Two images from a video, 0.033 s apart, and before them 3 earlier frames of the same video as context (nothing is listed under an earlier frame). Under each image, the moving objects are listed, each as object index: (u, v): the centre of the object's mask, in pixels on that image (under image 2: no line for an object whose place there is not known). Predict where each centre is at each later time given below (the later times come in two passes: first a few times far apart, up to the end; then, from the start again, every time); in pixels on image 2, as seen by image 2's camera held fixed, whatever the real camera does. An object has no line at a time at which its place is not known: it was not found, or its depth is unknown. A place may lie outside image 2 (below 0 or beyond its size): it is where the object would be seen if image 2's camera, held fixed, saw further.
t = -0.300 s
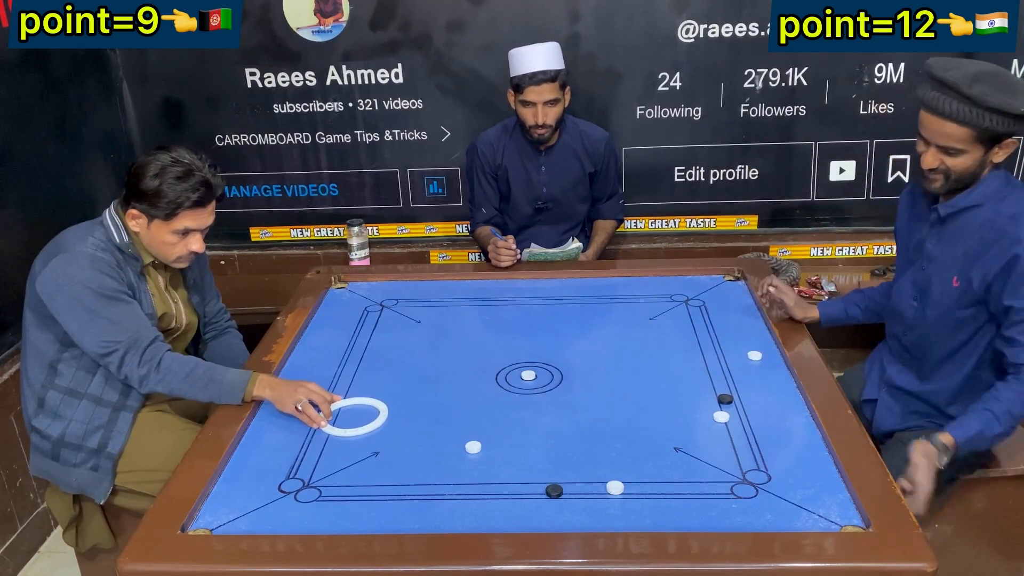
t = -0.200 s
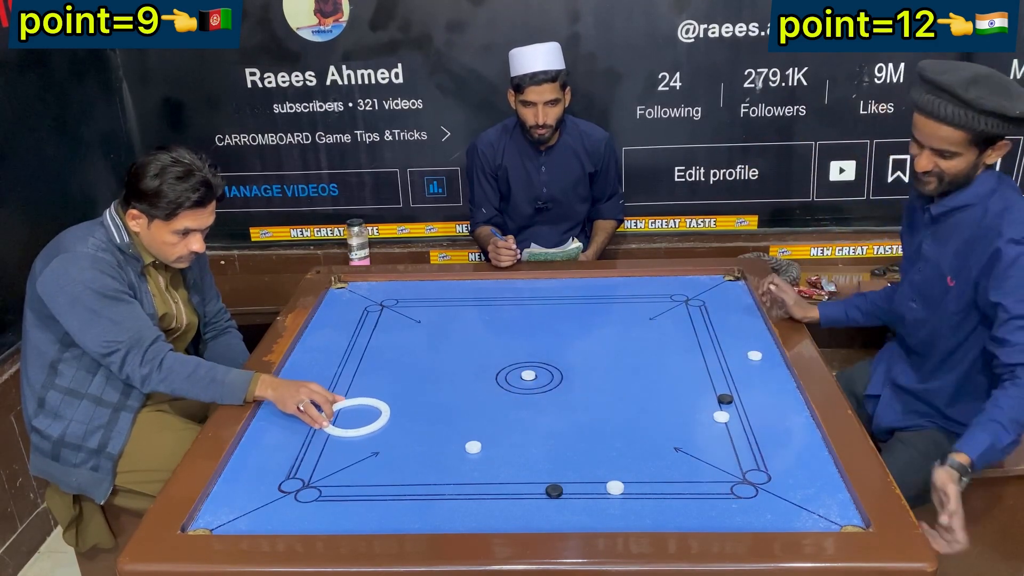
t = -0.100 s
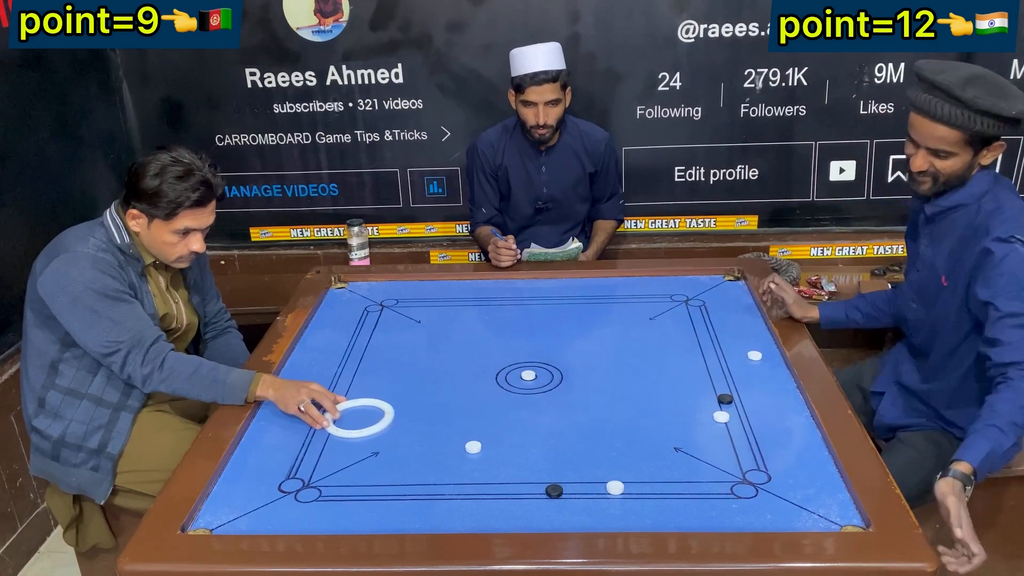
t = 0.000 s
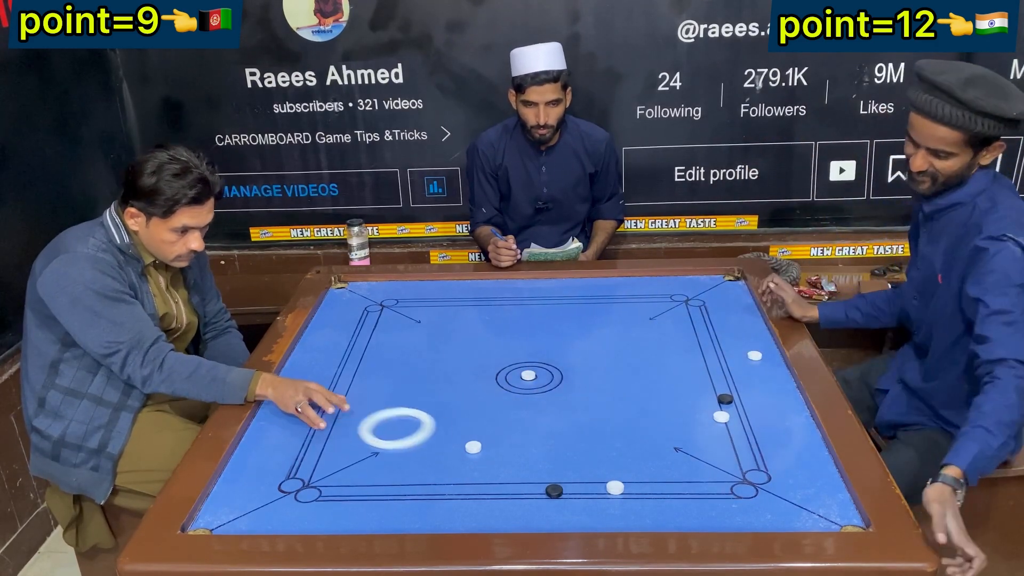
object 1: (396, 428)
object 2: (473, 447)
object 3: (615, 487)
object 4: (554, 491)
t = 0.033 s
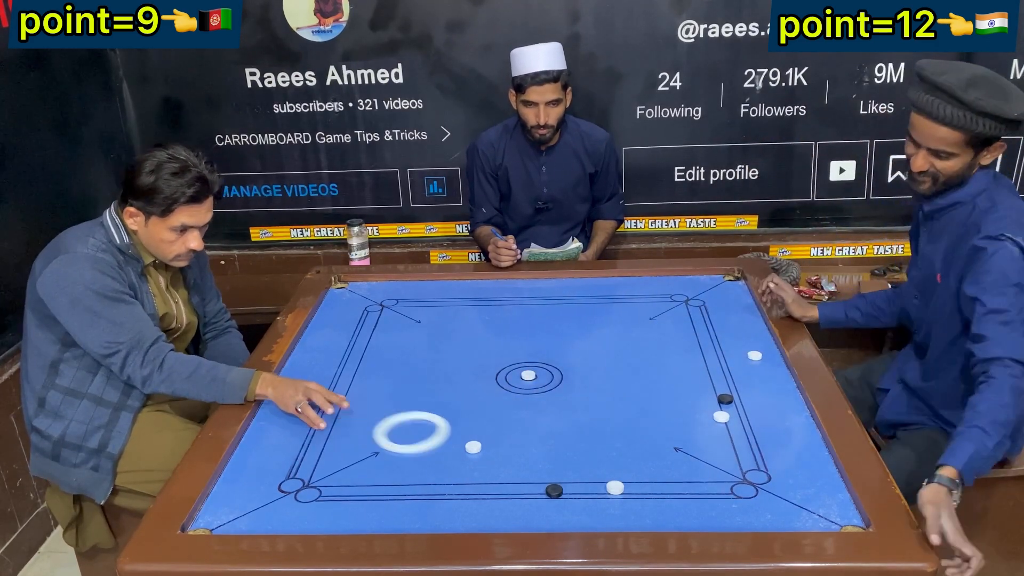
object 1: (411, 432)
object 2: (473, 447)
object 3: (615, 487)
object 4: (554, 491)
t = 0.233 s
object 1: (492, 454)
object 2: (545, 466)
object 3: (615, 487)
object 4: (554, 491)
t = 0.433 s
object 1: (568, 472)
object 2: (616, 480)
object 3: (648, 500)
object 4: (565, 506)
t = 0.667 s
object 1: (644, 486)
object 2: (714, 492)
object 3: (735, 529)
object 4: (595, 523)
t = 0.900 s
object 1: (718, 498)
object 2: (810, 503)
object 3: (804, 524)
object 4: (615, 493)
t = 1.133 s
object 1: (787, 507)
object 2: (833, 494)
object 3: (848, 528)
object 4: (631, 468)
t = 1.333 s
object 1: (794, 496)
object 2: (817, 472)
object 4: (642, 450)
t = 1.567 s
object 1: (775, 509)
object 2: (791, 453)
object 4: (653, 431)
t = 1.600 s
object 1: (771, 509)
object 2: (788, 450)
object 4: (654, 429)
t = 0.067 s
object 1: (426, 436)
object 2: (473, 447)
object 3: (615, 487)
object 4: (554, 491)
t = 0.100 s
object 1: (440, 440)
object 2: (483, 448)
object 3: (615, 487)
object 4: (554, 491)
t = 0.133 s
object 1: (459, 455)
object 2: (498, 452)
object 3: (615, 487)
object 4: (554, 491)
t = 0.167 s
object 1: (466, 447)
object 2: (513, 457)
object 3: (615, 487)
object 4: (554, 491)
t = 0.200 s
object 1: (479, 450)
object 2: (529, 461)
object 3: (615, 487)
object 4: (554, 491)
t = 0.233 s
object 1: (492, 454)
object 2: (545, 466)
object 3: (615, 487)
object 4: (554, 491)
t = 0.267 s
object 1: (505, 457)
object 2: (562, 470)
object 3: (615, 487)
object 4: (554, 491)
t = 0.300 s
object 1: (518, 461)
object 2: (579, 475)
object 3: (615, 487)
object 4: (554, 491)
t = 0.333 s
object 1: (531, 464)
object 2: (595, 479)
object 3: (615, 488)
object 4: (554, 491)
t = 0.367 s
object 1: (544, 467)
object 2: (604, 480)
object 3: (624, 491)
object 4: (556, 494)
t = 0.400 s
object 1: (556, 470)
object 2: (610, 480)
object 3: (636, 495)
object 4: (561, 500)
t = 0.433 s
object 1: (568, 472)
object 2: (616, 480)
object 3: (648, 500)
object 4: (565, 506)
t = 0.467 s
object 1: (579, 474)
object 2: (630, 482)
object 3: (660, 505)
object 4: (570, 513)
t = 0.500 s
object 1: (591, 476)
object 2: (643, 483)
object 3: (673, 510)
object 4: (574, 519)
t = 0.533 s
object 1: (601, 478)
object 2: (658, 485)
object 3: (686, 515)
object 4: (579, 525)
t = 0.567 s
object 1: (612, 480)
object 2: (671, 487)
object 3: (698, 520)
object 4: (584, 528)
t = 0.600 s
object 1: (623, 482)
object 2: (686, 489)
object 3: (711, 524)
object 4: (588, 529)
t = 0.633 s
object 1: (633, 484)
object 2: (700, 490)
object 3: (723, 527)
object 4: (591, 526)
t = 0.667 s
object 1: (644, 486)
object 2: (714, 492)
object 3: (735, 529)
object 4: (595, 523)
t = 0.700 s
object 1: (655, 488)
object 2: (728, 494)
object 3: (747, 529)
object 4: (598, 519)
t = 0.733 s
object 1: (666, 489)
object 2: (742, 495)
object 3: (756, 528)
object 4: (601, 514)
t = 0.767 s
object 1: (676, 491)
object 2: (756, 497)
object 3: (766, 528)
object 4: (605, 510)
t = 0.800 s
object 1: (687, 493)
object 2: (769, 499)
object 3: (776, 527)
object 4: (607, 505)
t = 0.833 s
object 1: (697, 494)
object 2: (783, 500)
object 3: (785, 526)
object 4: (610, 502)
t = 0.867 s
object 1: (708, 496)
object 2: (797, 502)
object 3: (795, 525)
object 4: (613, 497)
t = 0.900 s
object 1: (718, 498)
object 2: (810, 503)
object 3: (804, 524)
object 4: (615, 493)
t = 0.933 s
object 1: (729, 499)
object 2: (824, 504)
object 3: (813, 522)
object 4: (618, 489)
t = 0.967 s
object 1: (739, 501)
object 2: (837, 506)
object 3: (821, 520)
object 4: (620, 486)
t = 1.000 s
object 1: (749, 503)
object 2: (847, 507)
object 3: (830, 519)
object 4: (622, 482)
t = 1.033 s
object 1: (759, 504)
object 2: (839, 506)
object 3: (837, 519)
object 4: (625, 478)
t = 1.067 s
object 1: (769, 505)
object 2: (834, 502)
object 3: (841, 523)
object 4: (627, 475)
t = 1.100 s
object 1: (779, 506)
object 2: (830, 499)
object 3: (845, 525)
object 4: (629, 471)
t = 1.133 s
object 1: (787, 507)
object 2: (833, 494)
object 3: (848, 528)
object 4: (631, 468)
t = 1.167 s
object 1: (788, 493)
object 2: (838, 489)
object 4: (633, 465)
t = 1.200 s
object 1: (783, 498)
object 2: (835, 485)
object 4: (635, 461)
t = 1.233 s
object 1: (795, 496)
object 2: (831, 482)
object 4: (637, 458)
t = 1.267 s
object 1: (805, 496)
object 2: (826, 478)
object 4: (639, 455)
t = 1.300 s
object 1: (799, 496)
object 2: (822, 475)
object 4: (641, 452)
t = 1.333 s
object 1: (794, 496)
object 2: (817, 472)
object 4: (642, 450)
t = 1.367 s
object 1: (790, 496)
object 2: (813, 469)
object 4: (644, 447)
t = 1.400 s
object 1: (794, 496)
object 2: (809, 466)
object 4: (645, 444)
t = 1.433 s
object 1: (792, 496)
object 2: (806, 463)
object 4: (647, 441)
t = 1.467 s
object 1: (788, 496)
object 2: (802, 460)
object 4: (648, 439)
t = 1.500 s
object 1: (782, 510)
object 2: (798, 458)
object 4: (650, 436)
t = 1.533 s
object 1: (779, 510)
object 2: (795, 455)
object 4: (651, 434)
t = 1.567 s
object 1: (775, 509)
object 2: (791, 453)
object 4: (653, 431)
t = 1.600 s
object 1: (771, 509)
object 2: (788, 450)
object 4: (654, 429)
